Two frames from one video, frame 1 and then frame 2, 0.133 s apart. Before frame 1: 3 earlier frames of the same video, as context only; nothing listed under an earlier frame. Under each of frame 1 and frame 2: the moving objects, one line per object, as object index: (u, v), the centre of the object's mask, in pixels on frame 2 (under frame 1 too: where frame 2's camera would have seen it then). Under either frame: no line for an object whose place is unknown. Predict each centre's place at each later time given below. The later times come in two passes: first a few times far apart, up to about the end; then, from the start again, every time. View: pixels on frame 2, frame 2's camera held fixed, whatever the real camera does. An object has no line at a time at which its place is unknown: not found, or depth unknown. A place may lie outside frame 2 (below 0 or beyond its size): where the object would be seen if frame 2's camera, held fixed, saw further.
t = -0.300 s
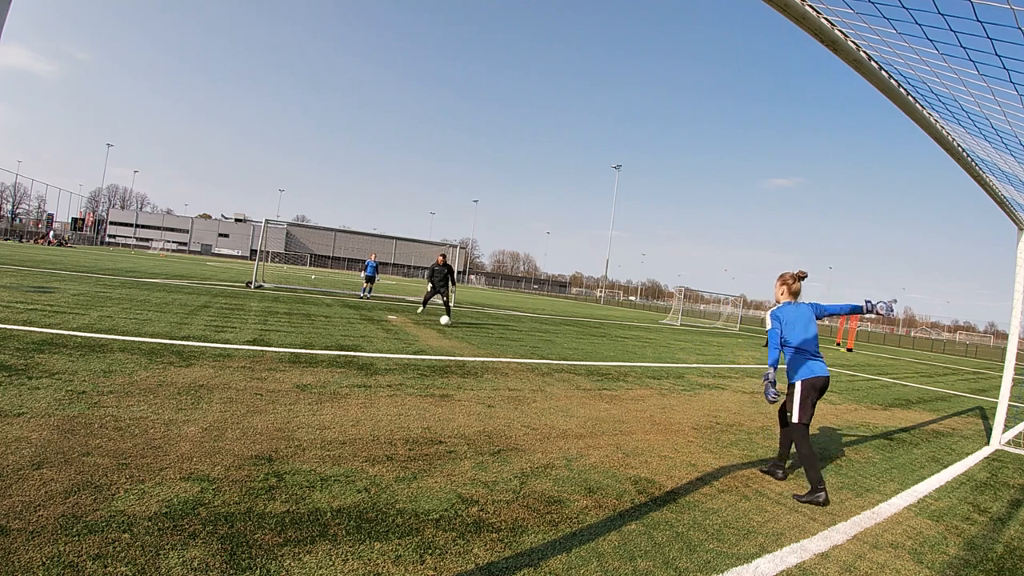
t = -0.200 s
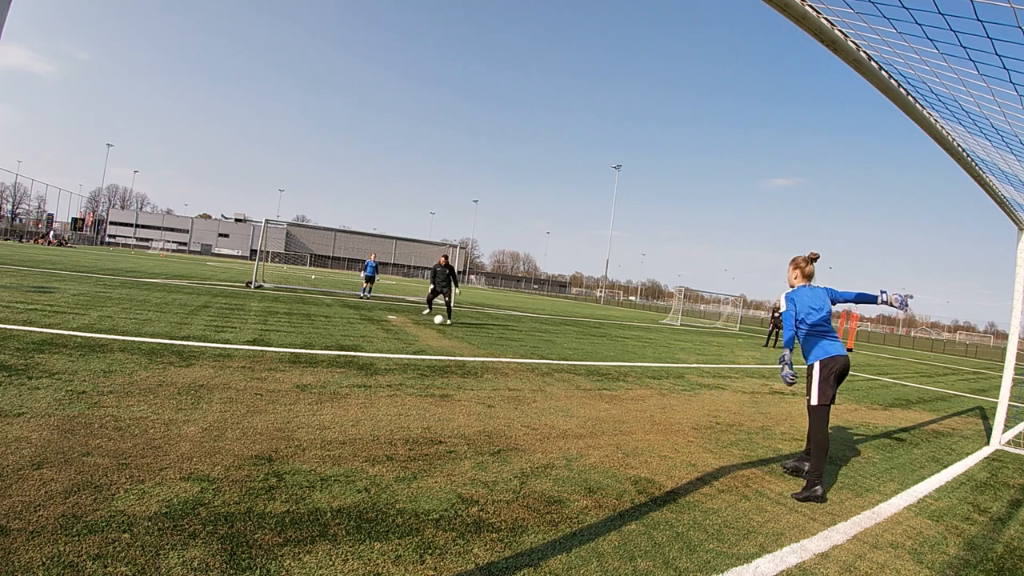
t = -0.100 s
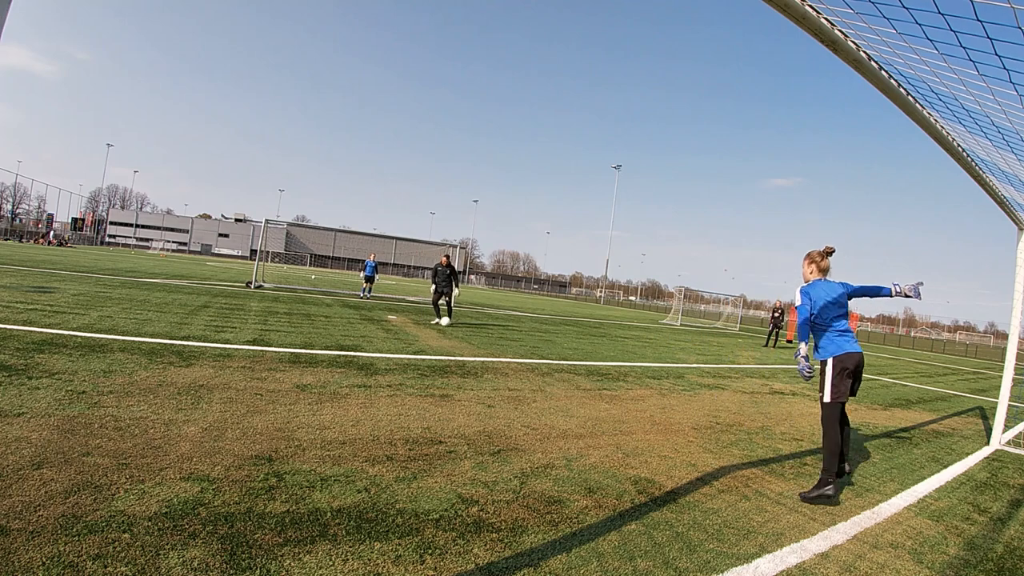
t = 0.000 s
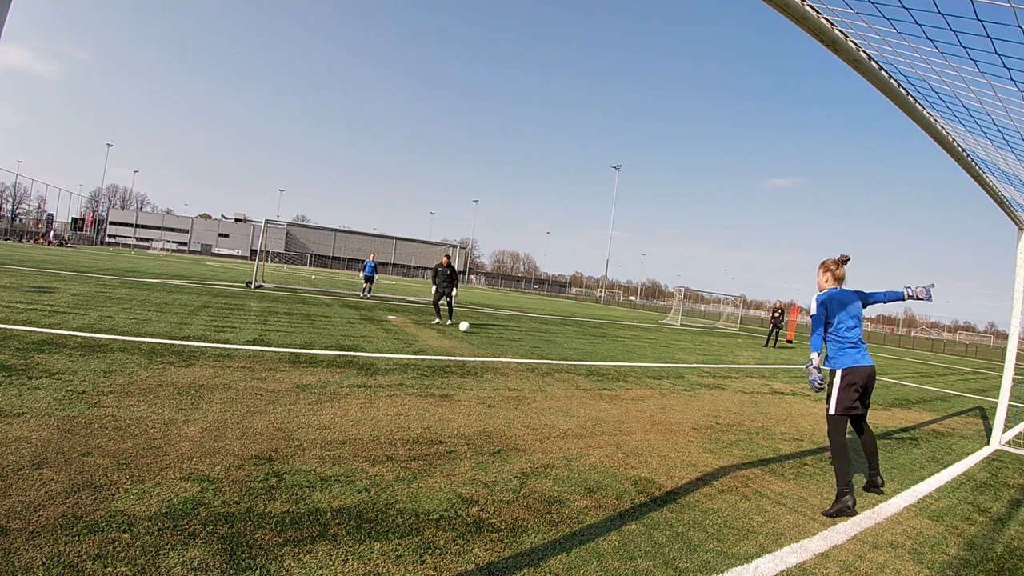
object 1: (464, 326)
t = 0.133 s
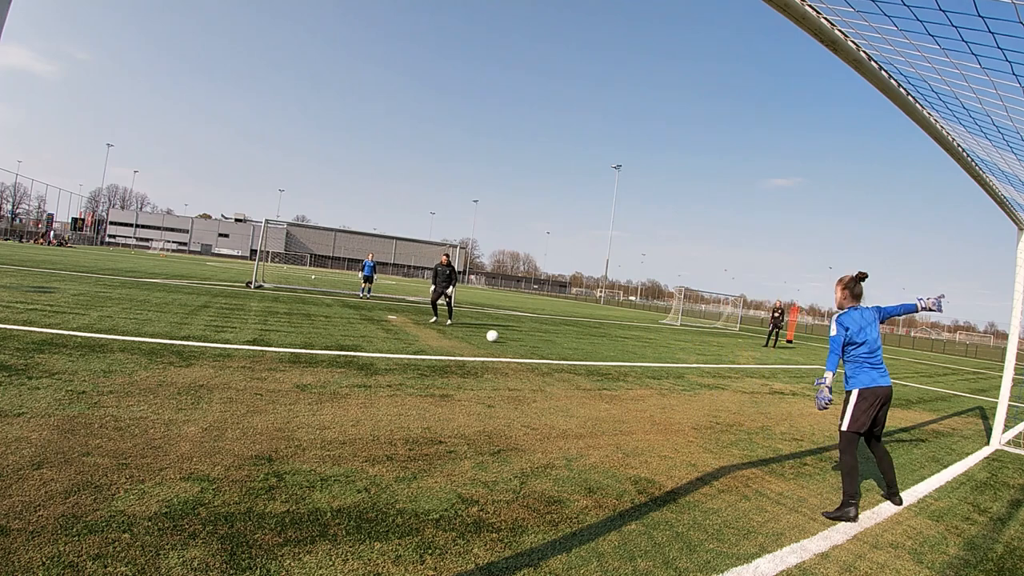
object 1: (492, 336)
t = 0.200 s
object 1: (506, 341)
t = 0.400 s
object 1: (556, 355)
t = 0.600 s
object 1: (611, 373)
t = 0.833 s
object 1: (685, 395)
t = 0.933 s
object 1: (723, 407)
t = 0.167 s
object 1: (499, 338)
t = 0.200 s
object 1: (506, 341)
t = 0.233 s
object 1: (514, 343)
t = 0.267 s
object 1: (522, 346)
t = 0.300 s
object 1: (530, 348)
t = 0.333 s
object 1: (539, 351)
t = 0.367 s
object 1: (547, 353)
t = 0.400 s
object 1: (556, 355)
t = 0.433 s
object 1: (565, 358)
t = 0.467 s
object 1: (574, 362)
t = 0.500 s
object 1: (583, 364)
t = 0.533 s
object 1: (592, 367)
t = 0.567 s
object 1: (601, 370)
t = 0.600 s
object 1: (611, 373)
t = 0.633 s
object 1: (621, 376)
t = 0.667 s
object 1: (630, 378)
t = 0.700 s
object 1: (641, 381)
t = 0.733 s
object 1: (651, 385)
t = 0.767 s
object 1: (663, 389)
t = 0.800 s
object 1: (674, 392)
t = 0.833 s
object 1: (685, 395)
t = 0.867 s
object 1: (697, 399)
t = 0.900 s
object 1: (710, 404)
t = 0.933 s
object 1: (723, 407)
